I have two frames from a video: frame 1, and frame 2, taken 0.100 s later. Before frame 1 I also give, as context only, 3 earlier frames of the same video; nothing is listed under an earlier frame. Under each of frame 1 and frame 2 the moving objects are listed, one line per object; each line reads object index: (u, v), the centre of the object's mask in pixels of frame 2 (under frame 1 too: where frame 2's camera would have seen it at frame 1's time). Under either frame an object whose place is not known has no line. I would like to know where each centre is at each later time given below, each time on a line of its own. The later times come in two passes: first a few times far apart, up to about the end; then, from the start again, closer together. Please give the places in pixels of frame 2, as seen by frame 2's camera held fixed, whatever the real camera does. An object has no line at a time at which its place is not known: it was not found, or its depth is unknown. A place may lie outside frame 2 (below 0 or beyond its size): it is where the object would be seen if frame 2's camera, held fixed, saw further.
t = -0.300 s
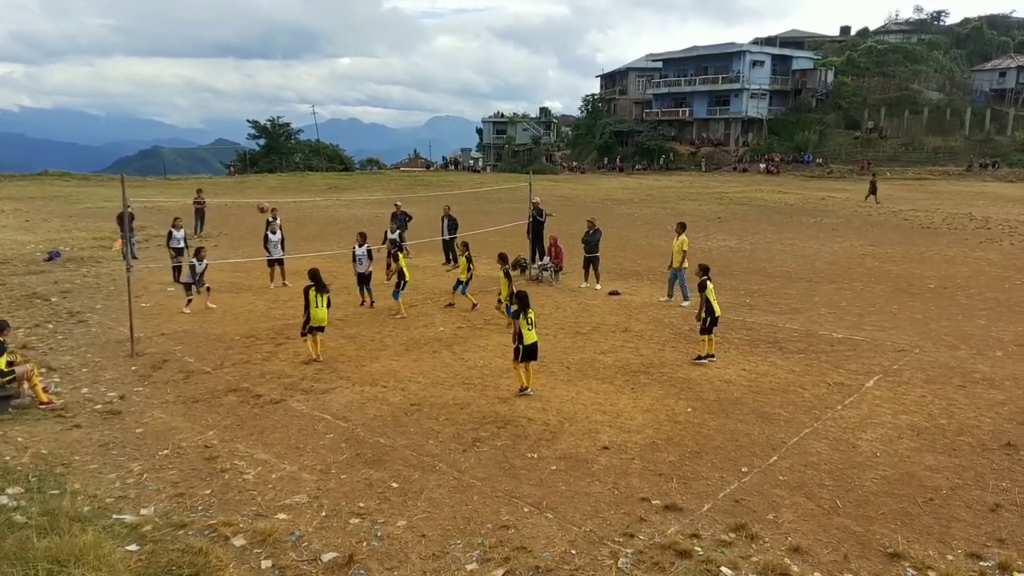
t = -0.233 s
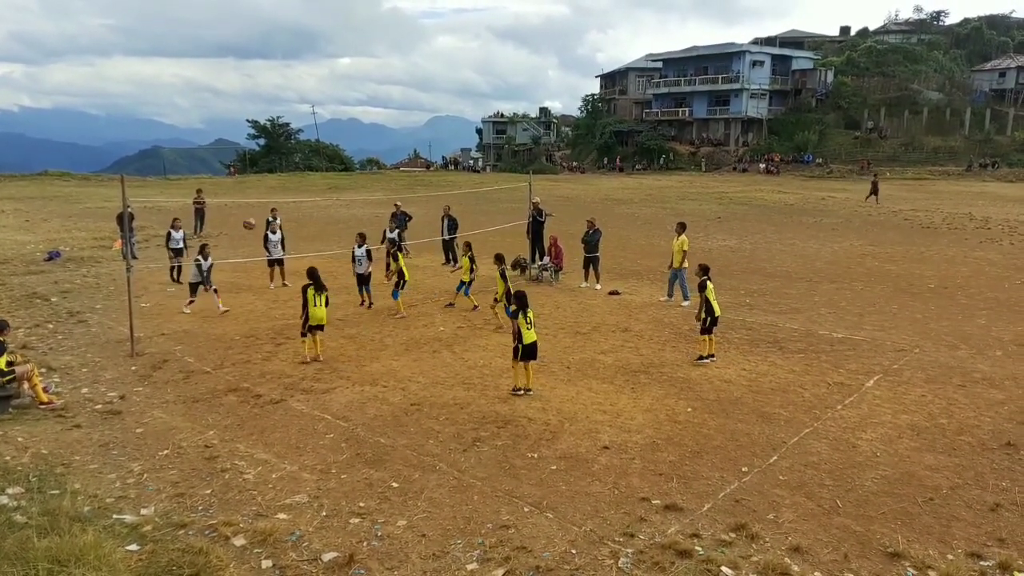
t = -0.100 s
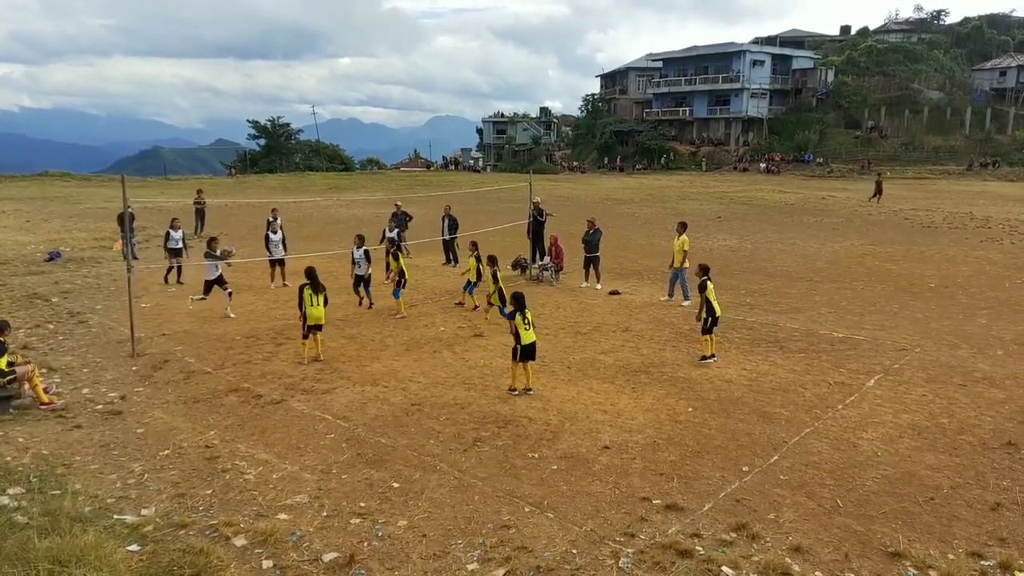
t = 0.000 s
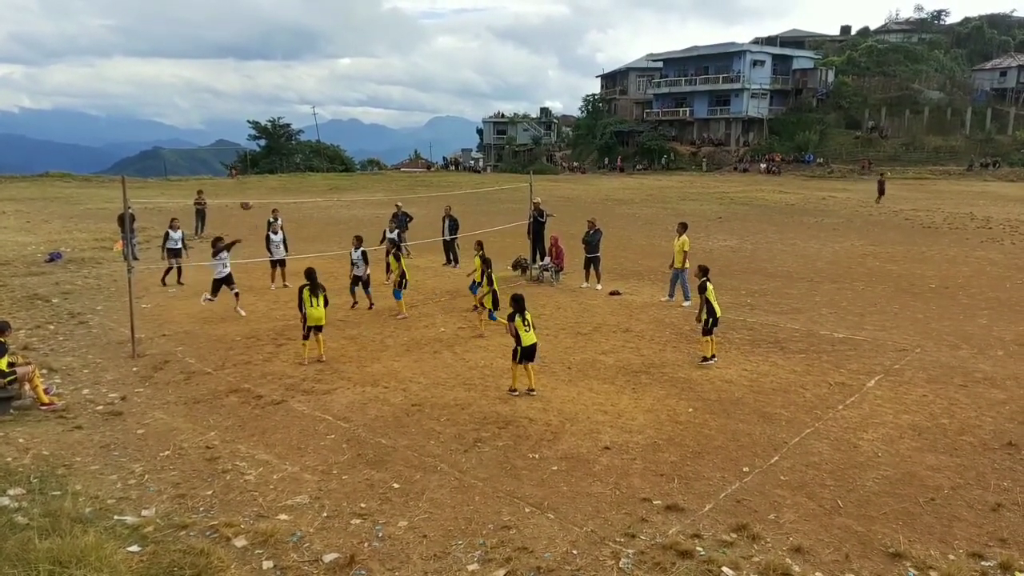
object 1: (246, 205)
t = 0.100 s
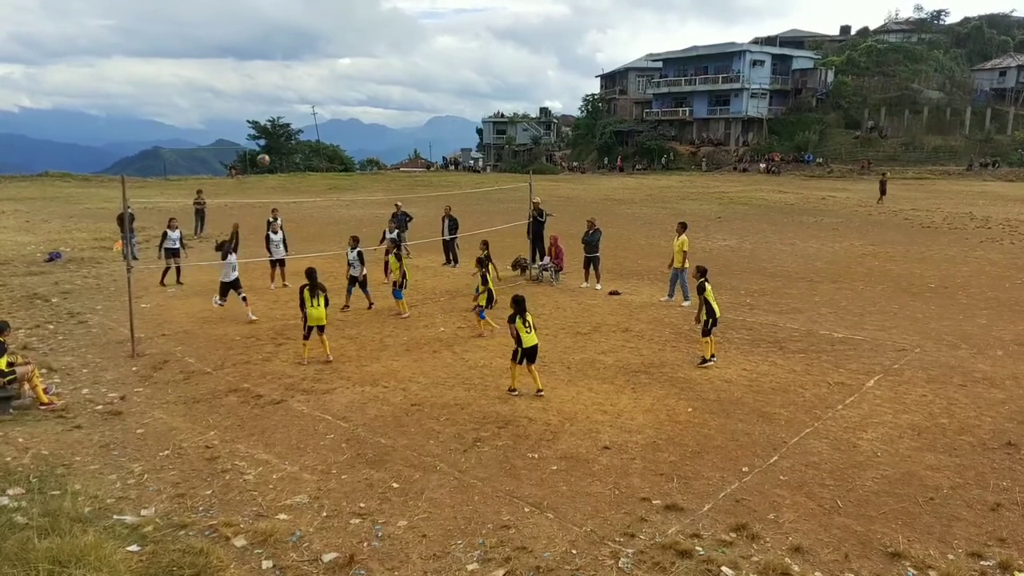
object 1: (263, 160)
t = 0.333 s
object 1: (304, 75)
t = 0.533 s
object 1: (339, 25)
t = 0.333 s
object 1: (304, 75)
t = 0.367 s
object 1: (310, 65)
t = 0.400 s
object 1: (316, 56)
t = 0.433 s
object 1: (322, 47)
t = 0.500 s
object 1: (333, 32)
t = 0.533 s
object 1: (339, 25)
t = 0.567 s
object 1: (345, 18)
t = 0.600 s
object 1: (351, 12)
